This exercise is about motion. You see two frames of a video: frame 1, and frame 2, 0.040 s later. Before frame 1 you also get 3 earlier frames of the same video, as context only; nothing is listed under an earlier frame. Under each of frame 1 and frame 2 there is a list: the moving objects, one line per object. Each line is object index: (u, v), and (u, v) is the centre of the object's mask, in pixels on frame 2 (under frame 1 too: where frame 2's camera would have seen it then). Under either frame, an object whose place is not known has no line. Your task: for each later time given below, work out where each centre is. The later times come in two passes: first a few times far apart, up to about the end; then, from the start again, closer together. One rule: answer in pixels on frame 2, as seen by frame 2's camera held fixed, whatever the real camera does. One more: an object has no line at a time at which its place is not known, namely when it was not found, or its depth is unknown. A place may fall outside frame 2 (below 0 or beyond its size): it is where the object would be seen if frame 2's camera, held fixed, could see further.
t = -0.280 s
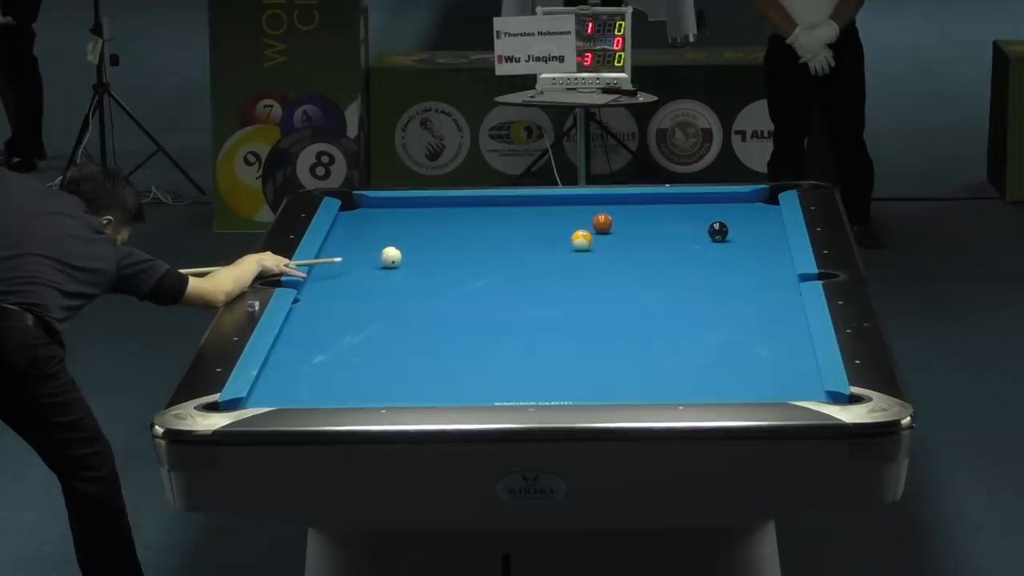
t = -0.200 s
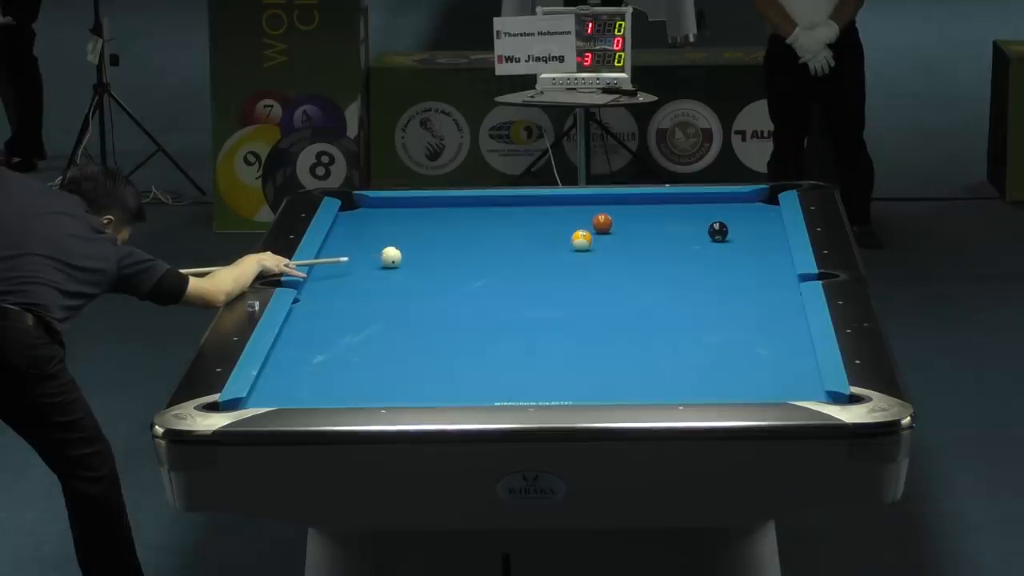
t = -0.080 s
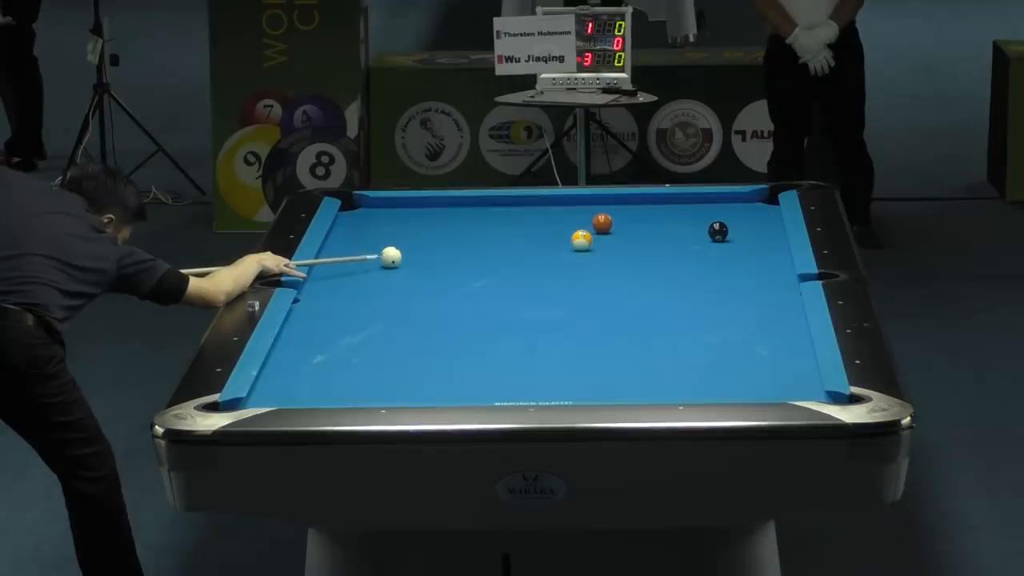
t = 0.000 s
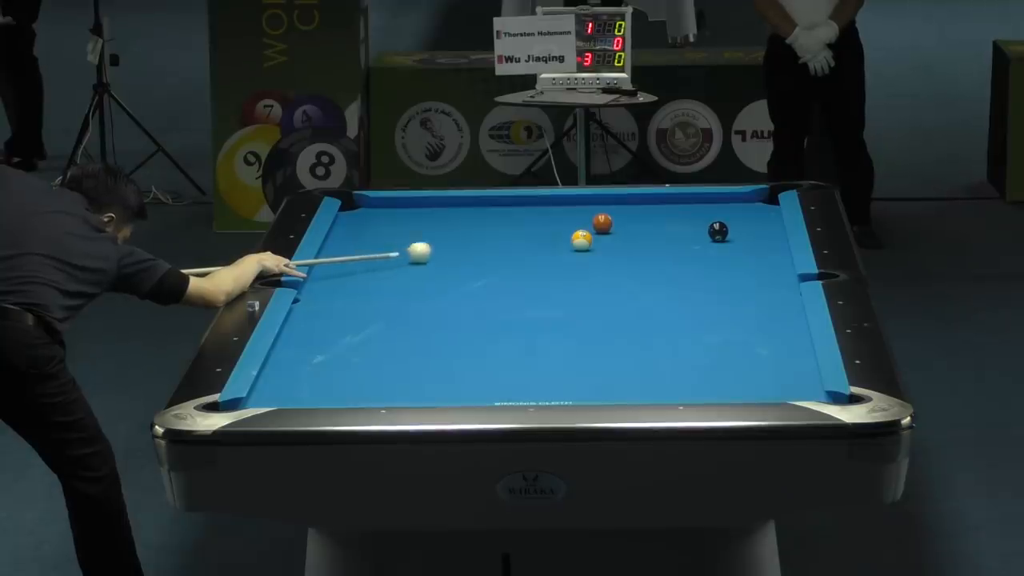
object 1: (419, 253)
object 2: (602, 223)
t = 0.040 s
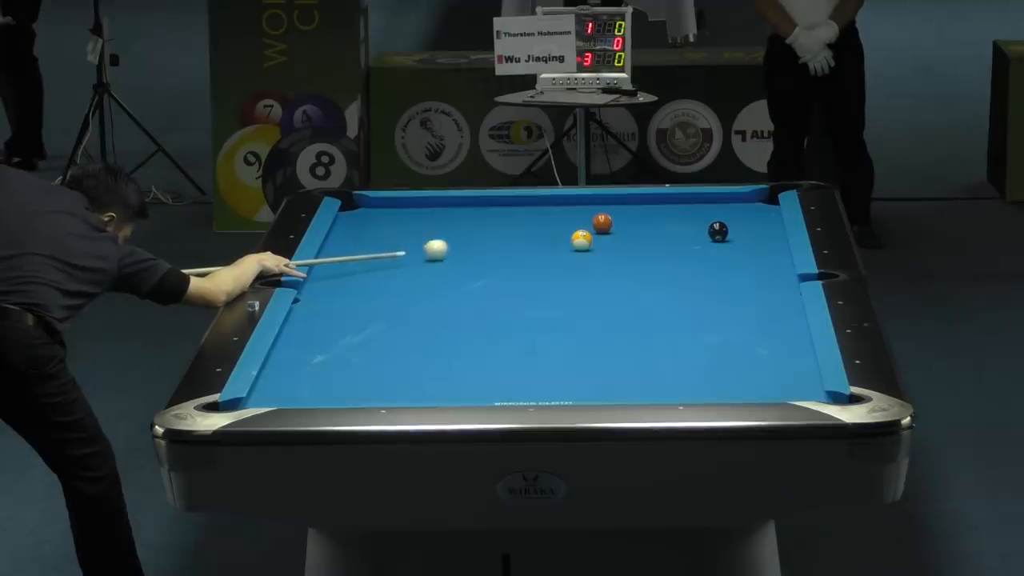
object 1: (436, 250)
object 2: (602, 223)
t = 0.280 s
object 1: (521, 236)
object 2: (602, 223)
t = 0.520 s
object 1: (587, 225)
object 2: (615, 221)
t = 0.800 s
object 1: (607, 223)
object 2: (675, 211)
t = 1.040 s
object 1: (624, 221)
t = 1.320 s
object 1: (642, 218)
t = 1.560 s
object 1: (656, 216)
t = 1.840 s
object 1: (670, 214)
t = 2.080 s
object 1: (681, 212)
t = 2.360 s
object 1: (692, 211)
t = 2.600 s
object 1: (700, 210)
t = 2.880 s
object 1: (707, 208)
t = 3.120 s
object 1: (712, 208)
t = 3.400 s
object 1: (716, 207)
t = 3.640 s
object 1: (719, 207)
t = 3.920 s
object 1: (720, 207)
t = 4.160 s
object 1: (719, 207)
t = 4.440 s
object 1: (719, 207)
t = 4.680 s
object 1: (720, 207)
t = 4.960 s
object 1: (719, 207)
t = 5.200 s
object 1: (719, 207)
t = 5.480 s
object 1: (719, 207)
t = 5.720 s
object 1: (719, 207)
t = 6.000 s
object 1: (720, 207)
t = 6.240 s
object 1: (720, 207)
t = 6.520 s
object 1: (720, 207)
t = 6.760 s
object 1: (719, 207)
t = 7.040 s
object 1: (719, 207)
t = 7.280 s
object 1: (720, 207)
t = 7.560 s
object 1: (720, 207)
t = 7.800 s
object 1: (720, 207)
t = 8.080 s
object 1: (719, 207)
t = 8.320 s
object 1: (719, 207)
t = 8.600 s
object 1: (719, 206)
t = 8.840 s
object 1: (719, 206)
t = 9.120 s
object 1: (719, 206)
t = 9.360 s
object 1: (719, 206)
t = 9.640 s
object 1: (719, 206)
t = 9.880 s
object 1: (719, 206)
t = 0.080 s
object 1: (451, 248)
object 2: (602, 223)
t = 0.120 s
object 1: (465, 245)
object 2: (602, 223)
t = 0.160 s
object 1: (479, 243)
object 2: (602, 223)
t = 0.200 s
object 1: (493, 241)
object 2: (602, 223)
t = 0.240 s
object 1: (507, 239)
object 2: (602, 223)
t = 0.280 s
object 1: (521, 236)
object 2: (602, 223)
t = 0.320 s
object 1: (535, 234)
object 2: (602, 223)
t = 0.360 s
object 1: (548, 232)
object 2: (602, 223)
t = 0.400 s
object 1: (561, 230)
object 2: (602, 223)
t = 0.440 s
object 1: (573, 226)
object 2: (602, 223)
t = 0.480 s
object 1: (586, 224)
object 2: (604, 223)
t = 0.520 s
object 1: (587, 225)
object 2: (615, 221)
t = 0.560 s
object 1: (589, 225)
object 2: (626, 220)
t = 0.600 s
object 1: (592, 225)
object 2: (635, 218)
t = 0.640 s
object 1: (595, 225)
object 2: (643, 217)
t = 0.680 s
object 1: (598, 225)
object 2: (651, 216)
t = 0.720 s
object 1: (601, 224)
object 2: (659, 214)
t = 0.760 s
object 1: (604, 224)
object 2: (667, 213)
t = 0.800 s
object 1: (607, 223)
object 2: (675, 211)
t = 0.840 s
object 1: (610, 223)
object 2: (683, 210)
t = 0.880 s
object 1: (613, 223)
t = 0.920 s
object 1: (616, 222)
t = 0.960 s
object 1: (618, 222)
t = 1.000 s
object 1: (621, 221)
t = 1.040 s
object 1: (624, 221)
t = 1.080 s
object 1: (626, 221)
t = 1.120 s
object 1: (629, 220)
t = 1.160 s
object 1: (632, 220)
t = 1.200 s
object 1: (634, 219)
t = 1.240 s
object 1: (637, 219)
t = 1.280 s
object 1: (639, 219)
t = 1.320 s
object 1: (642, 218)
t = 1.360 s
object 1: (644, 218)
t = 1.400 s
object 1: (646, 218)
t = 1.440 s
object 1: (649, 217)
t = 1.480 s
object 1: (651, 217)
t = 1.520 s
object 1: (654, 217)
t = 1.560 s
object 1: (656, 216)
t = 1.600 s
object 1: (658, 216)
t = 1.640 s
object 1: (660, 215)
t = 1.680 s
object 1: (662, 215)
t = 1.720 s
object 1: (664, 215)
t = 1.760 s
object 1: (667, 215)
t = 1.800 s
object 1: (668, 215)
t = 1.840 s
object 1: (670, 214)
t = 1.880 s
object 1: (672, 214)
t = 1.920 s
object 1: (674, 214)
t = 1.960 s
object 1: (676, 213)
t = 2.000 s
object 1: (678, 213)
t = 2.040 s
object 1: (679, 213)
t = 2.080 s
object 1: (681, 212)
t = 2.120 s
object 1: (683, 212)
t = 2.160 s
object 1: (684, 212)
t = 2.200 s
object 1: (686, 212)
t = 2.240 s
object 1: (687, 212)
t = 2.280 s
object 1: (689, 211)
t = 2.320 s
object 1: (690, 211)
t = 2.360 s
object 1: (692, 211)
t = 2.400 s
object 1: (693, 210)
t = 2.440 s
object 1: (695, 210)
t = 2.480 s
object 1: (696, 210)
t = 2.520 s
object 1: (697, 210)
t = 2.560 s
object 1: (698, 210)
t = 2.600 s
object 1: (700, 210)
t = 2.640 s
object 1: (701, 209)
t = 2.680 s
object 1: (702, 209)
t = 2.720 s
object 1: (703, 209)
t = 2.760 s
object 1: (704, 209)
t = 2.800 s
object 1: (705, 208)
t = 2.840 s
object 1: (706, 208)
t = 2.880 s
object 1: (707, 208)
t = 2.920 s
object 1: (708, 208)
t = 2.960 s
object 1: (709, 208)
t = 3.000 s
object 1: (710, 208)
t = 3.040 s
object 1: (711, 208)
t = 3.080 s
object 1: (711, 208)
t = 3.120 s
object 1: (712, 208)
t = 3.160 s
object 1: (713, 208)
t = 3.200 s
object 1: (713, 207)
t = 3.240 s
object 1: (714, 207)
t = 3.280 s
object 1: (715, 207)
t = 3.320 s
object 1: (715, 207)
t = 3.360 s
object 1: (716, 207)
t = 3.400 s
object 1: (716, 207)
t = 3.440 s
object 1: (717, 207)
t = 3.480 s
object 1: (717, 207)
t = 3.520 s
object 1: (718, 207)
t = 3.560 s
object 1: (718, 207)
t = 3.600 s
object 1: (718, 207)
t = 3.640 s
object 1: (719, 207)
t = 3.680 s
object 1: (719, 207)
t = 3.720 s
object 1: (719, 207)
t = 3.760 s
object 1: (720, 206)
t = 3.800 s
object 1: (720, 206)
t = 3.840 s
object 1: (720, 207)
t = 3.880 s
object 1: (720, 206)
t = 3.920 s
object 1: (720, 207)
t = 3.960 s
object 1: (720, 207)
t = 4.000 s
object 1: (720, 206)
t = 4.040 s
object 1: (720, 207)
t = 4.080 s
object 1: (720, 207)
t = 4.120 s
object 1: (719, 207)
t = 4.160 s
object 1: (719, 207)
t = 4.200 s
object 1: (719, 207)
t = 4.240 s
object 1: (719, 207)
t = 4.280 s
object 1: (719, 207)
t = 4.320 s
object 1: (719, 207)
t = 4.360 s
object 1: (719, 207)
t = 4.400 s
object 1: (719, 207)
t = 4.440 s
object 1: (719, 207)
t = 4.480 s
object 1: (719, 207)
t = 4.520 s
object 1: (720, 207)
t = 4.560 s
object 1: (720, 207)
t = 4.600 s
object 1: (720, 207)
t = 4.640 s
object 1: (719, 207)
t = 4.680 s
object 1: (720, 207)
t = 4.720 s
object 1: (720, 207)
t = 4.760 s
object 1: (720, 207)
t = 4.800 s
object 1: (720, 207)
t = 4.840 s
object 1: (720, 207)
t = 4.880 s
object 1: (720, 207)
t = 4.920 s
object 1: (719, 207)
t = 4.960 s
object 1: (719, 207)
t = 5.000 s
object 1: (720, 207)
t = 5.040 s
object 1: (719, 207)
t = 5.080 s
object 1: (720, 207)
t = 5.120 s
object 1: (719, 207)
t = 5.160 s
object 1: (719, 207)
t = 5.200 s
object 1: (719, 207)
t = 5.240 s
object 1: (719, 207)
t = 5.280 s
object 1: (719, 207)
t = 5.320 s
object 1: (720, 207)
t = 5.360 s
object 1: (719, 207)
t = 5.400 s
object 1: (720, 207)
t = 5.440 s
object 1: (720, 207)
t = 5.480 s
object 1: (719, 207)
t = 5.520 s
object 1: (719, 207)
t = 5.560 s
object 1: (719, 207)
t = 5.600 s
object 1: (720, 207)
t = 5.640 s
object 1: (719, 207)
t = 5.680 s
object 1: (719, 207)
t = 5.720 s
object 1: (719, 207)
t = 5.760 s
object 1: (719, 207)
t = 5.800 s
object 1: (719, 207)
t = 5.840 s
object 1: (719, 207)
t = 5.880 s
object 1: (720, 207)
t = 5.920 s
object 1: (720, 207)
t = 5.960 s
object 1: (719, 207)
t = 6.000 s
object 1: (720, 207)
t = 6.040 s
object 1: (720, 207)
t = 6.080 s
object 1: (719, 207)
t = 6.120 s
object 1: (719, 207)
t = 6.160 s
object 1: (719, 207)
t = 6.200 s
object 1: (720, 207)
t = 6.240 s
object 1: (720, 207)
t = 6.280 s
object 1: (719, 207)
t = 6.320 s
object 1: (719, 207)
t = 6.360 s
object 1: (719, 207)
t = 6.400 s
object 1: (720, 207)
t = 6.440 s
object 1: (720, 207)
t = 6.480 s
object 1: (720, 207)
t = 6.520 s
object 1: (720, 207)
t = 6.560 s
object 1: (720, 207)
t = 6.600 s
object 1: (720, 207)
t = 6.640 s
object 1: (720, 207)
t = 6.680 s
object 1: (719, 207)
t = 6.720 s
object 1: (720, 207)
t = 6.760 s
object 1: (719, 207)
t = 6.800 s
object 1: (719, 207)
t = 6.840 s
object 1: (720, 207)
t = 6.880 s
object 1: (720, 207)
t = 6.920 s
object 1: (719, 207)
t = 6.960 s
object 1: (720, 207)
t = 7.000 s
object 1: (719, 207)
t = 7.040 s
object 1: (719, 207)
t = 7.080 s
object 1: (719, 207)
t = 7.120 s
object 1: (719, 207)
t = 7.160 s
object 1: (719, 207)
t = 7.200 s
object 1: (719, 207)
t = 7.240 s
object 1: (720, 207)
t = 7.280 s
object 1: (720, 207)
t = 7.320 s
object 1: (720, 207)
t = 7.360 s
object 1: (719, 207)
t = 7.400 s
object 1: (719, 207)
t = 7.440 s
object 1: (719, 207)
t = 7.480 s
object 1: (720, 207)
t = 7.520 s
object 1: (720, 207)
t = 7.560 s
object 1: (720, 207)
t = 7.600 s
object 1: (719, 207)
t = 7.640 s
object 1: (719, 207)
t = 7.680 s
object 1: (719, 207)
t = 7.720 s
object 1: (720, 207)
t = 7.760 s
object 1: (719, 207)
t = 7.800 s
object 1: (720, 207)
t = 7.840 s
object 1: (719, 207)
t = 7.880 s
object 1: (719, 207)
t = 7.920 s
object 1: (719, 207)
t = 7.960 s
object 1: (719, 207)
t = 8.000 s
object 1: (720, 207)
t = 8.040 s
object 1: (720, 207)
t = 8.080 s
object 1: (719, 207)
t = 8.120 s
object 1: (719, 207)
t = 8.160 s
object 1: (719, 207)
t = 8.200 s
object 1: (719, 207)
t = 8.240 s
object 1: (720, 207)
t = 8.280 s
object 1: (720, 207)
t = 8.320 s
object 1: (719, 207)
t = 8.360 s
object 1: (719, 207)
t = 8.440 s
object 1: (719, 206)
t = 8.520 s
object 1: (719, 206)
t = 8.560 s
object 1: (719, 206)
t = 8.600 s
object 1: (719, 206)
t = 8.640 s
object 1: (719, 206)
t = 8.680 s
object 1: (719, 206)
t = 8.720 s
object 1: (719, 206)
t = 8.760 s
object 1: (719, 206)
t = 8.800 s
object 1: (719, 206)
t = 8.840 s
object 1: (719, 206)
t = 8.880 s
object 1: (719, 206)
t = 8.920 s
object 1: (719, 206)
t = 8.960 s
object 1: (719, 206)
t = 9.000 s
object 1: (719, 206)
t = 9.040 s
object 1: (719, 206)
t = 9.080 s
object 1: (719, 206)
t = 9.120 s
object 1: (719, 206)
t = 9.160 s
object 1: (719, 206)
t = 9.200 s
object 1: (719, 206)
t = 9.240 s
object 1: (719, 206)
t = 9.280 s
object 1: (719, 206)
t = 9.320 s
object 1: (719, 206)
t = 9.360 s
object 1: (719, 206)
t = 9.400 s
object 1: (719, 206)
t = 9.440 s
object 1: (719, 206)
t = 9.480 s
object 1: (719, 206)
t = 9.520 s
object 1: (719, 206)
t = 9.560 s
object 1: (719, 206)
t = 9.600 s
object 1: (719, 206)
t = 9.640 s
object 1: (719, 206)
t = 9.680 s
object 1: (719, 206)
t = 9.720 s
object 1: (719, 206)
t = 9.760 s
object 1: (719, 206)
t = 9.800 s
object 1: (719, 206)
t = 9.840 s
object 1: (719, 206)
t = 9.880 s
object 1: (719, 206)
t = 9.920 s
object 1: (719, 206)
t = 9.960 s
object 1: (719, 206)
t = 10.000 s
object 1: (719, 206)
